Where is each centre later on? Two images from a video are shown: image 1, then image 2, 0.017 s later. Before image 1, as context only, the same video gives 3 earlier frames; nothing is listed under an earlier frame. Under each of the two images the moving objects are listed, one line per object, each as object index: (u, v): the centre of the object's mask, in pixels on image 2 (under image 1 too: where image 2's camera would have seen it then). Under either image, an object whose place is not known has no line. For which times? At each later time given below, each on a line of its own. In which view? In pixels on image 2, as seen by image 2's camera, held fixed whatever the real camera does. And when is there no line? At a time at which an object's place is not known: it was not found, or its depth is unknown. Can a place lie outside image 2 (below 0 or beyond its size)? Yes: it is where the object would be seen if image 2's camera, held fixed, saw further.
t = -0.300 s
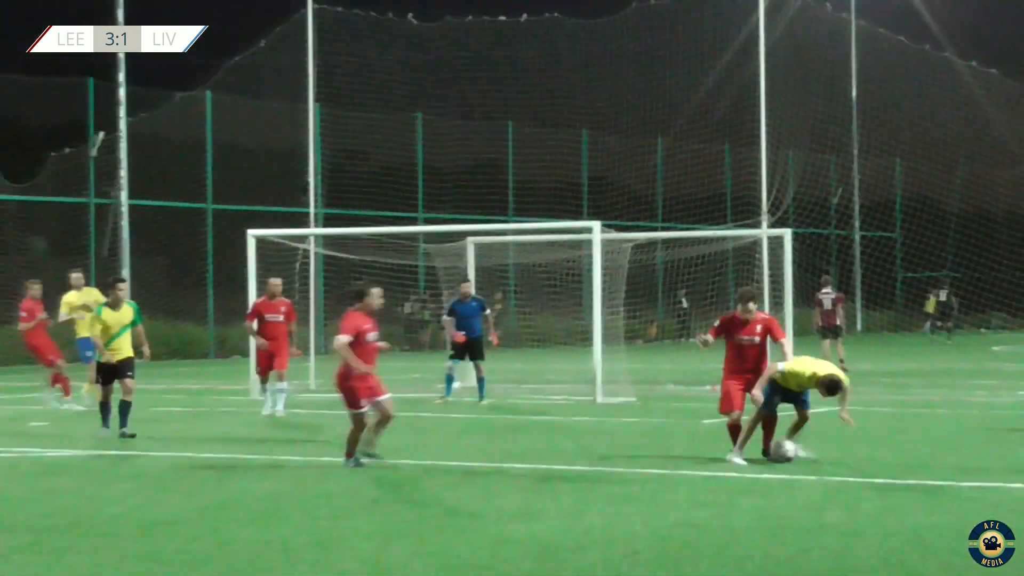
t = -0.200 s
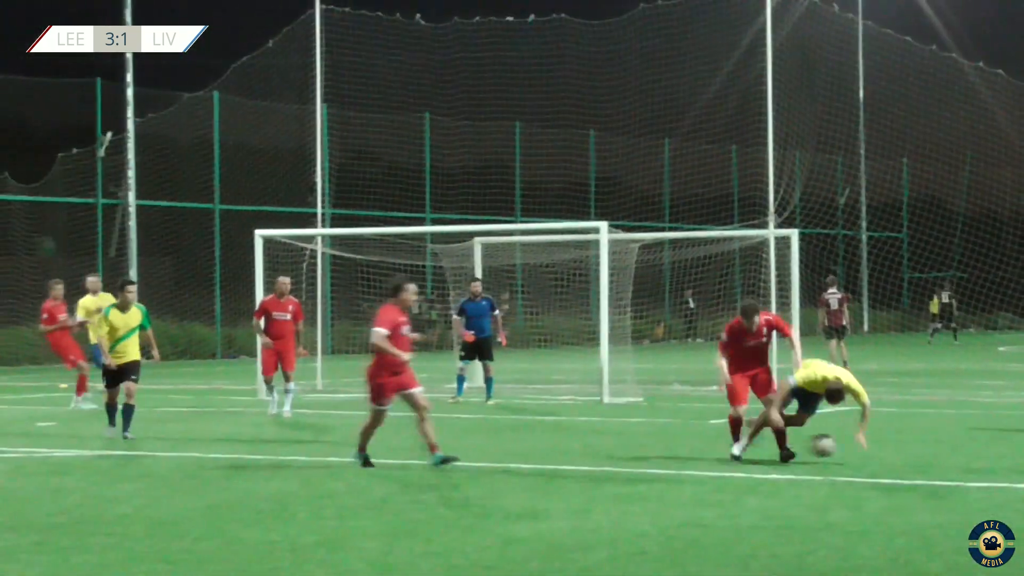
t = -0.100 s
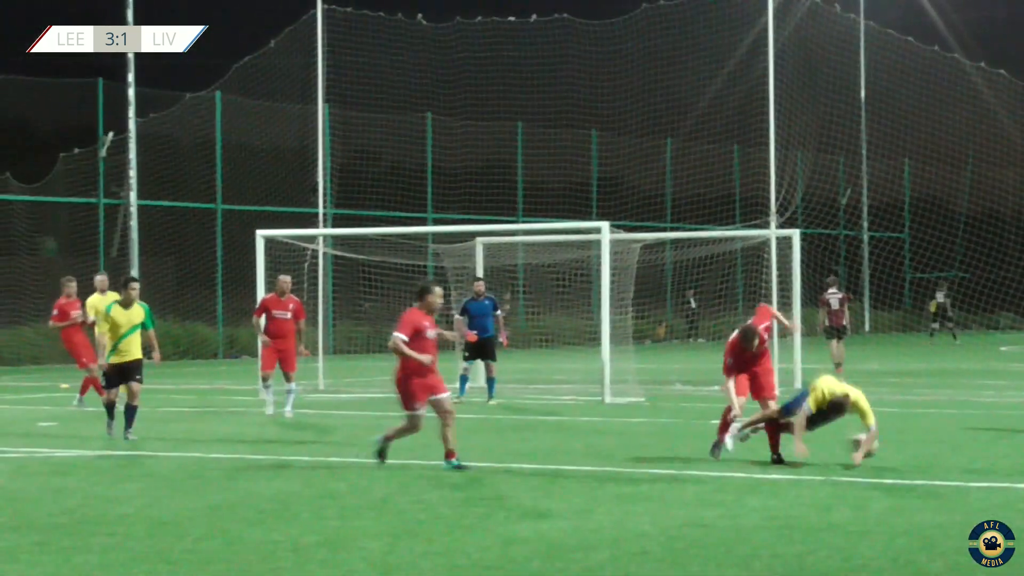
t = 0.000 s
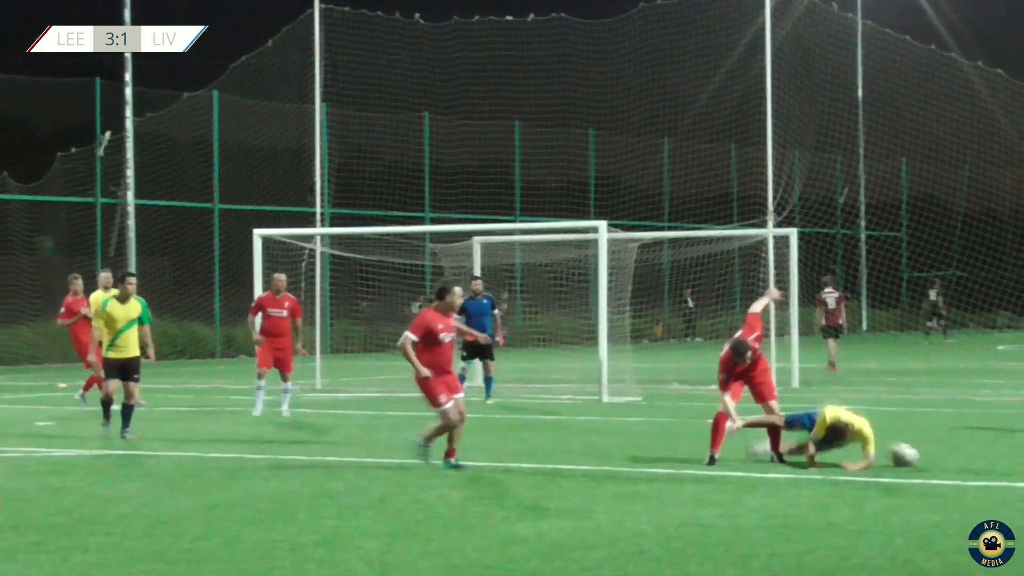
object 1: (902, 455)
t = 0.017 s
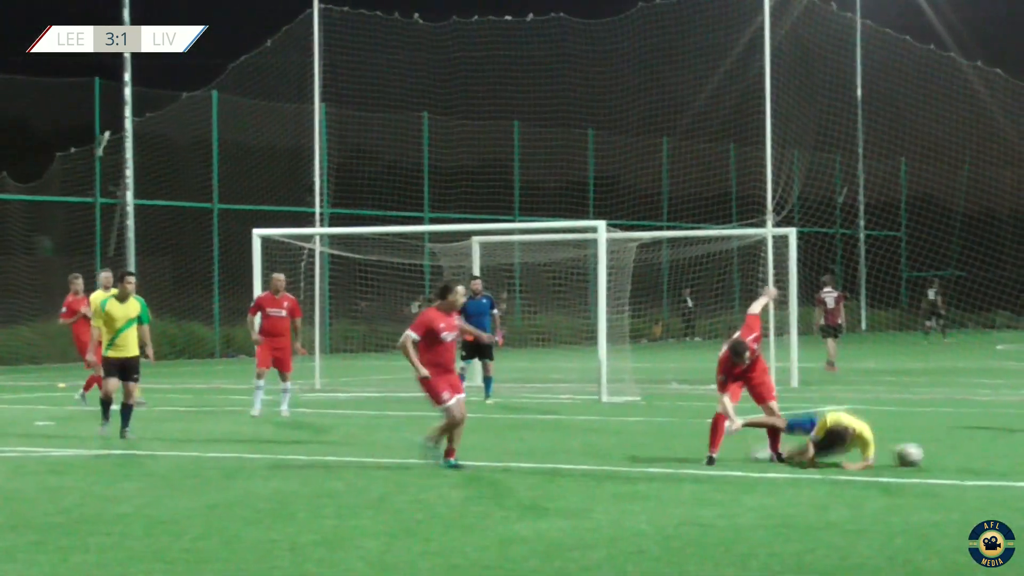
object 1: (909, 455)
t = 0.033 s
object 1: (913, 455)
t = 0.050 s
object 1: (919, 453)
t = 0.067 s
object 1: (923, 452)
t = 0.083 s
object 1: (930, 451)
